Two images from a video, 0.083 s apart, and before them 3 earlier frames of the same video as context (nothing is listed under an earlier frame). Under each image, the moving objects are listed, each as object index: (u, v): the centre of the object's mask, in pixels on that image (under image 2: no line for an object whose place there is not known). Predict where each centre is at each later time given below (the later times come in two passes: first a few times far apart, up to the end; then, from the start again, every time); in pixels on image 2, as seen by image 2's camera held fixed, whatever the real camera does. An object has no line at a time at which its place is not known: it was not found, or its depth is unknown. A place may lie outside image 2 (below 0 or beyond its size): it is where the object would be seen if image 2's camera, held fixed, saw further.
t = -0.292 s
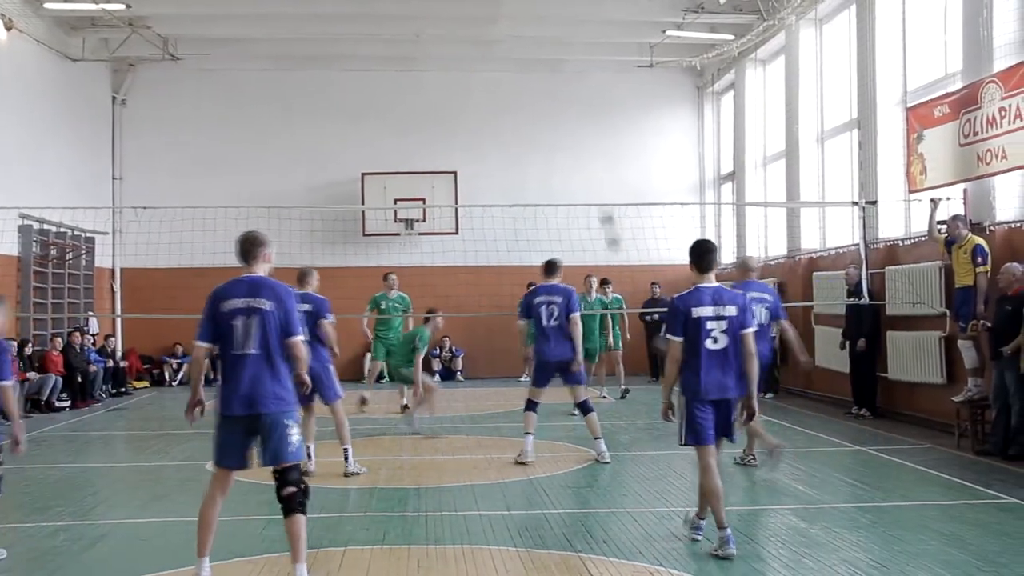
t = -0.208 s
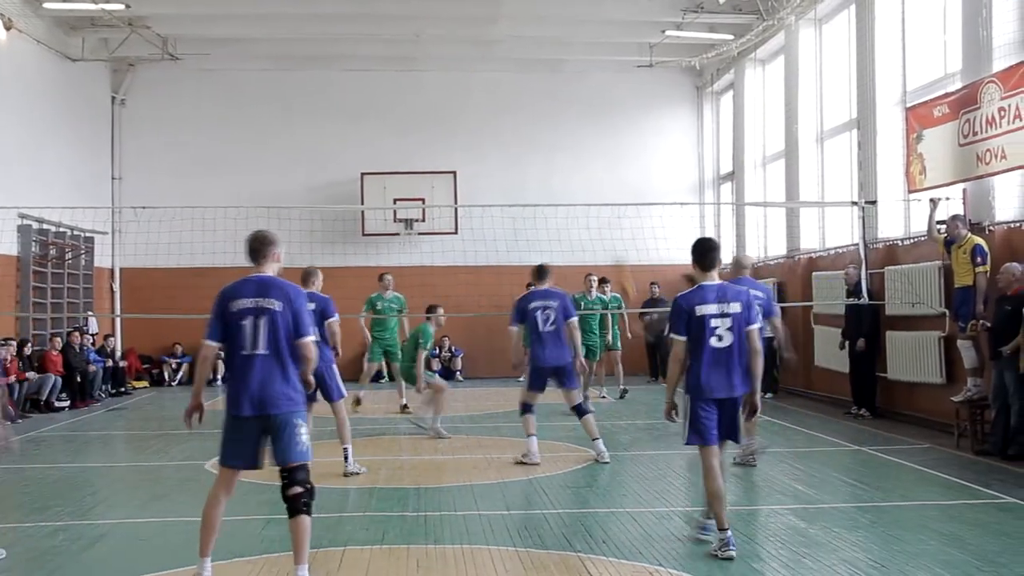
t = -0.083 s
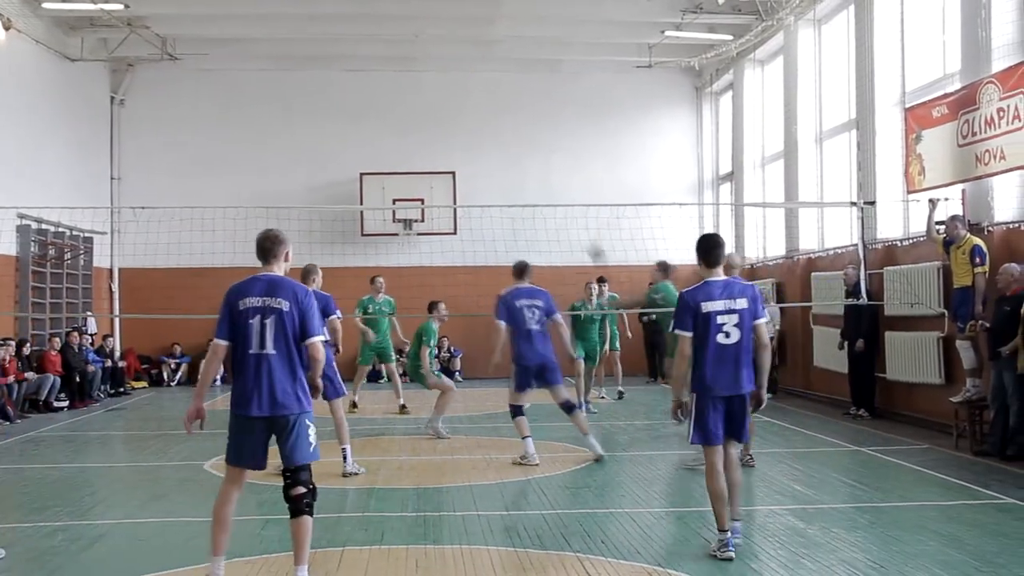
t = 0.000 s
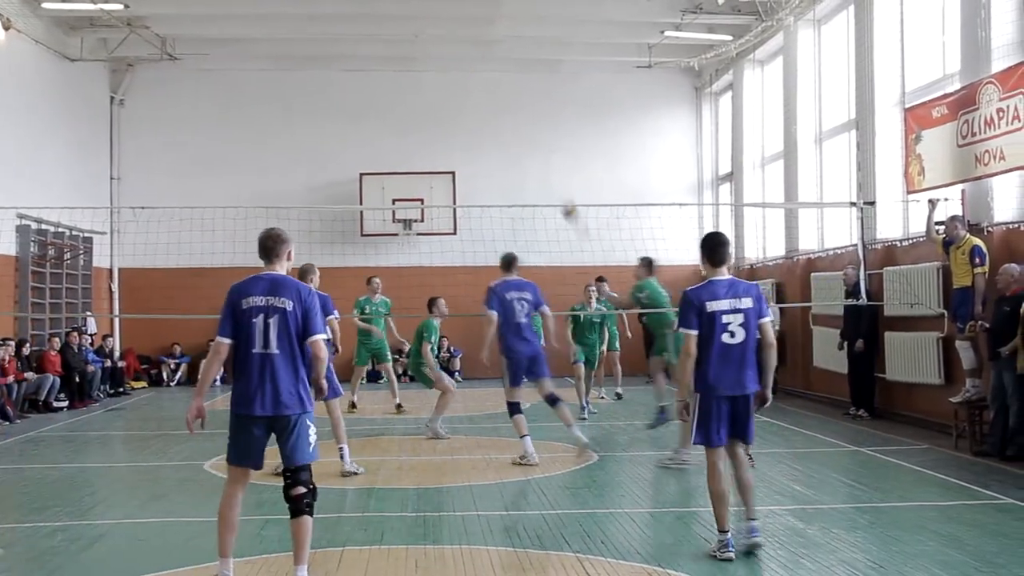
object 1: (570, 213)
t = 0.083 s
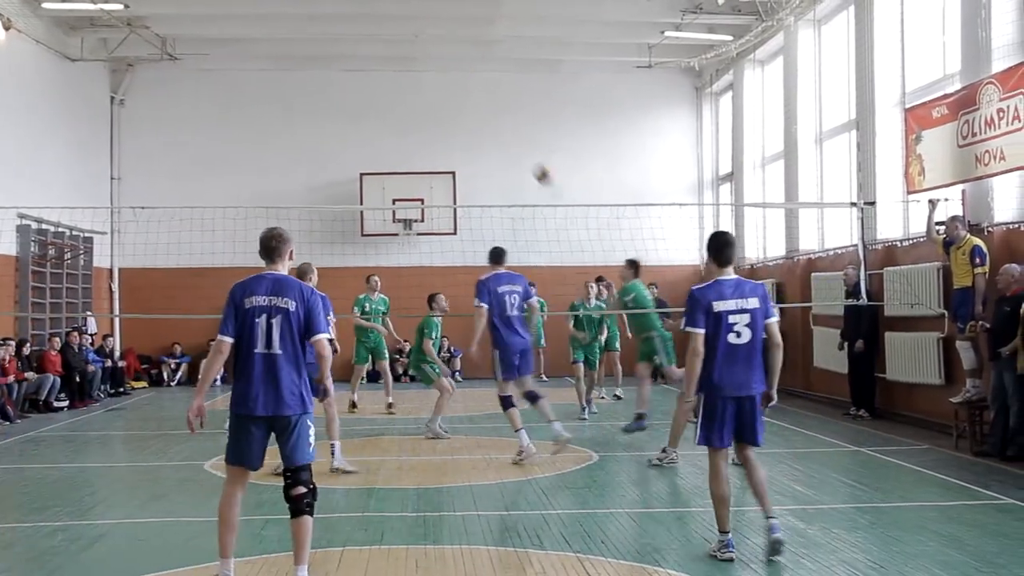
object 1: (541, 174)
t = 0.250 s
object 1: (490, 119)
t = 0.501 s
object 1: (412, 77)
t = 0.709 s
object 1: (350, 87)
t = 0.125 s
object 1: (530, 158)
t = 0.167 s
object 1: (517, 143)
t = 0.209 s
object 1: (503, 130)
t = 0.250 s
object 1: (490, 119)
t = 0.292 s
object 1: (477, 108)
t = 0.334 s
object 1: (464, 99)
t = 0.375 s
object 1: (450, 91)
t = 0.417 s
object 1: (437, 85)
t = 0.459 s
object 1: (422, 80)
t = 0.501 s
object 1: (412, 77)
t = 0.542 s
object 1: (399, 76)
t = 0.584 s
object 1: (388, 76)
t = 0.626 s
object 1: (376, 77)
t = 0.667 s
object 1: (364, 80)
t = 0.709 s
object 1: (350, 87)
